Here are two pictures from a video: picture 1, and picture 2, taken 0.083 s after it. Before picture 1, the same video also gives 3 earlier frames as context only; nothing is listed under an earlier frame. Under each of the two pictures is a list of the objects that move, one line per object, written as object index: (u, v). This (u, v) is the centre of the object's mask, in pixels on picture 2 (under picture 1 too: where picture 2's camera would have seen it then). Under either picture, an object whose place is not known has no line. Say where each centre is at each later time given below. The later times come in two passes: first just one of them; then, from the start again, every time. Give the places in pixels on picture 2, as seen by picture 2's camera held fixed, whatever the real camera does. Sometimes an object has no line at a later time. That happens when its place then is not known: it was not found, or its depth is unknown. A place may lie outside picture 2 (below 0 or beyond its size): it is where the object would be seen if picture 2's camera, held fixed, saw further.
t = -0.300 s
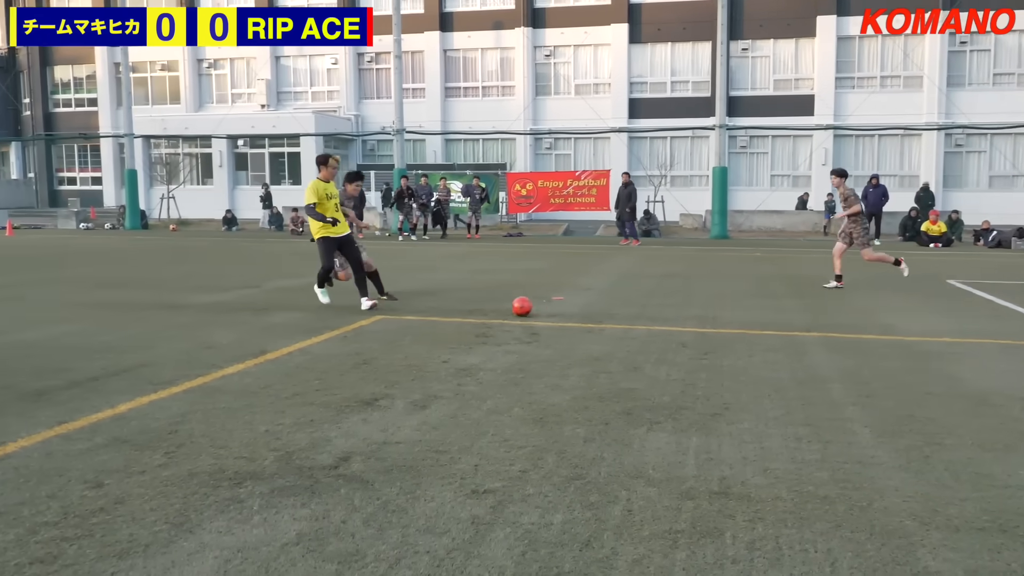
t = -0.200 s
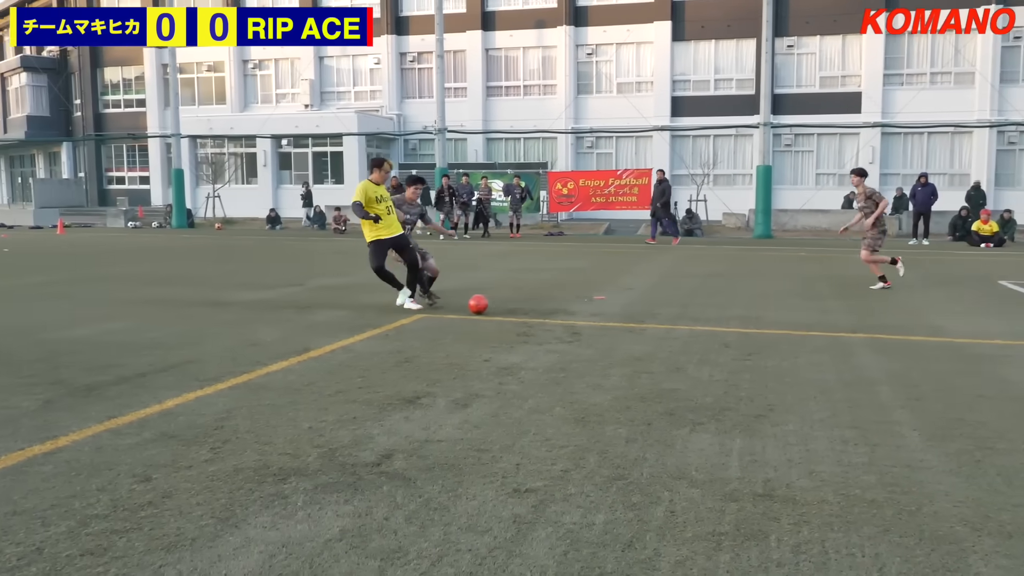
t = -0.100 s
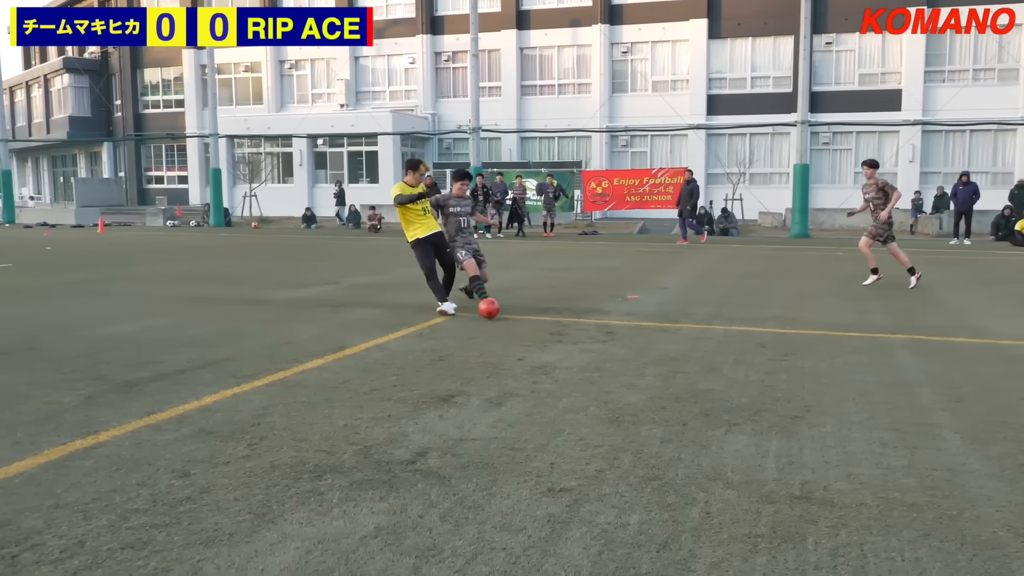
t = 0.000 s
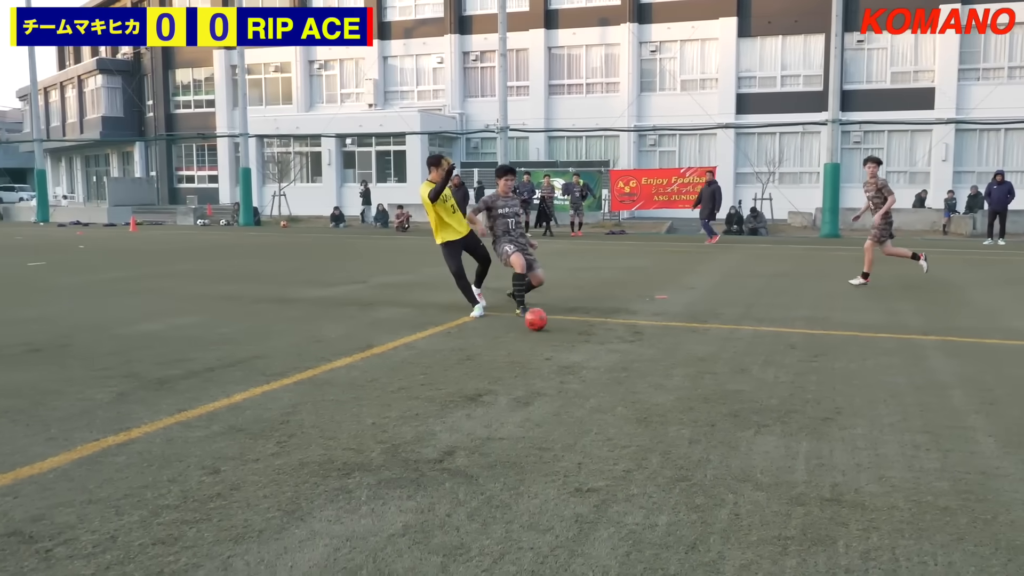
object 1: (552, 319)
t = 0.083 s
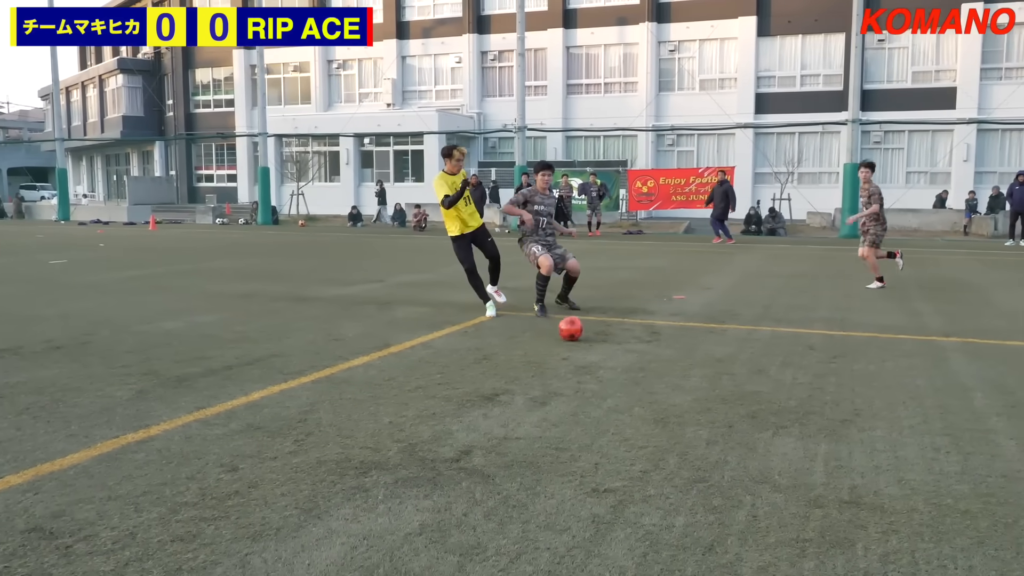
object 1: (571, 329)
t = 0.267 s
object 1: (616, 354)
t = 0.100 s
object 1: (574, 331)
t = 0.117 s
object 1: (578, 333)
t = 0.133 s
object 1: (582, 335)
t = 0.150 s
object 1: (586, 337)
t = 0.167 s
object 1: (590, 339)
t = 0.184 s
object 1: (594, 341)
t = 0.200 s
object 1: (598, 343)
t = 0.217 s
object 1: (602, 346)
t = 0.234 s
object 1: (606, 348)
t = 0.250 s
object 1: (611, 350)
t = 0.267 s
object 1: (616, 354)
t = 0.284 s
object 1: (621, 355)
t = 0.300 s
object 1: (625, 356)
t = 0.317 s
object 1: (630, 357)
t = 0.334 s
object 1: (636, 359)
